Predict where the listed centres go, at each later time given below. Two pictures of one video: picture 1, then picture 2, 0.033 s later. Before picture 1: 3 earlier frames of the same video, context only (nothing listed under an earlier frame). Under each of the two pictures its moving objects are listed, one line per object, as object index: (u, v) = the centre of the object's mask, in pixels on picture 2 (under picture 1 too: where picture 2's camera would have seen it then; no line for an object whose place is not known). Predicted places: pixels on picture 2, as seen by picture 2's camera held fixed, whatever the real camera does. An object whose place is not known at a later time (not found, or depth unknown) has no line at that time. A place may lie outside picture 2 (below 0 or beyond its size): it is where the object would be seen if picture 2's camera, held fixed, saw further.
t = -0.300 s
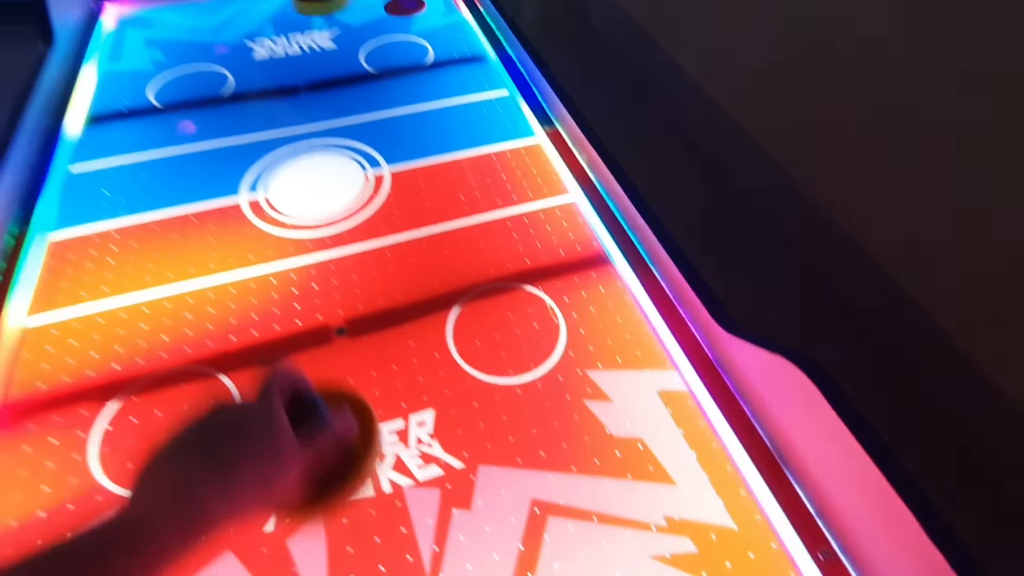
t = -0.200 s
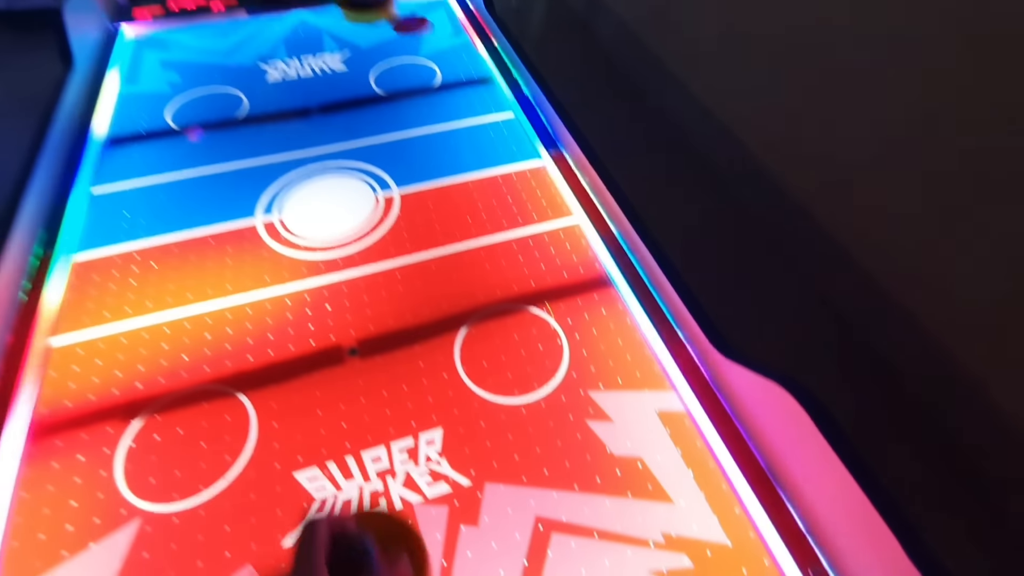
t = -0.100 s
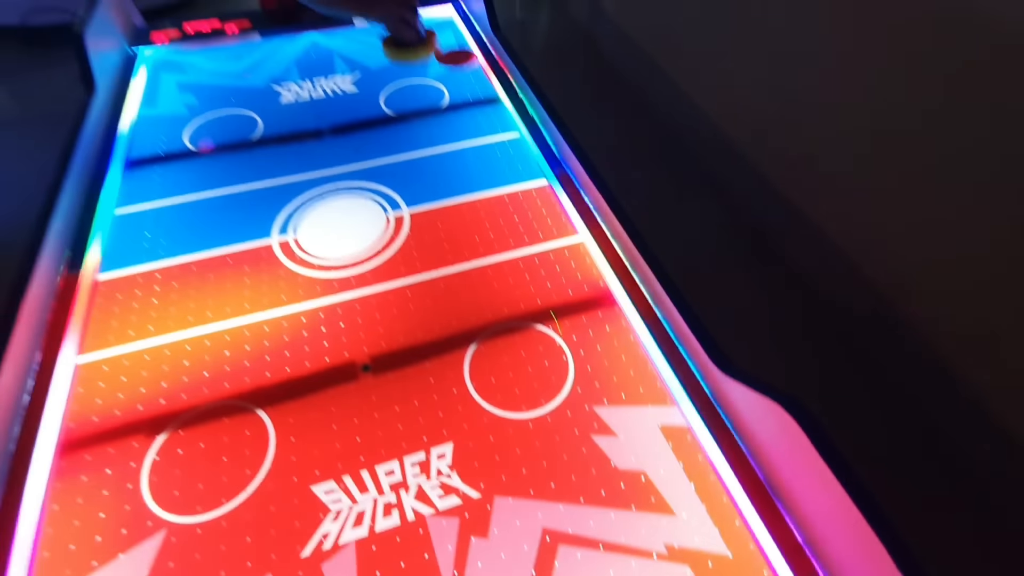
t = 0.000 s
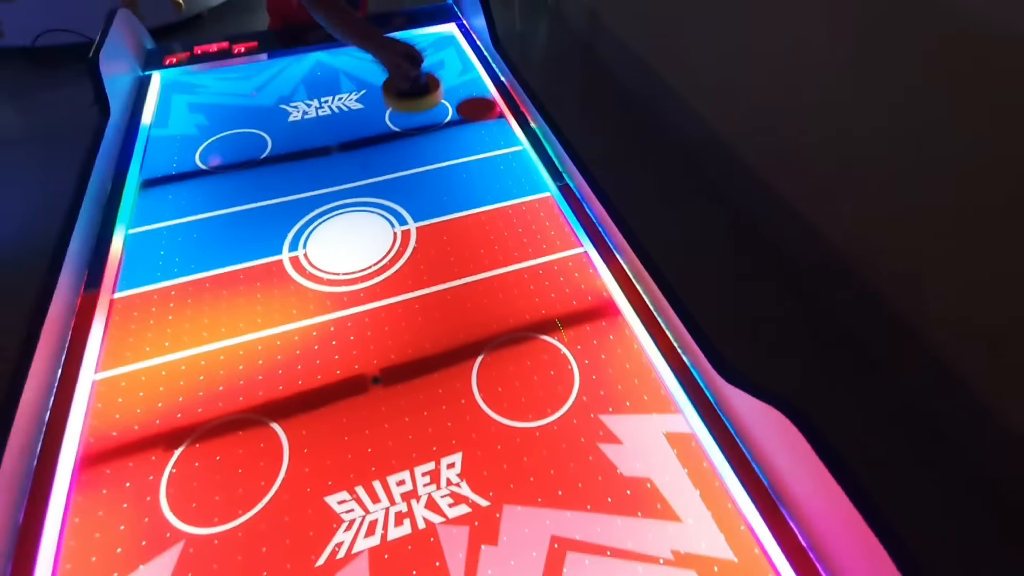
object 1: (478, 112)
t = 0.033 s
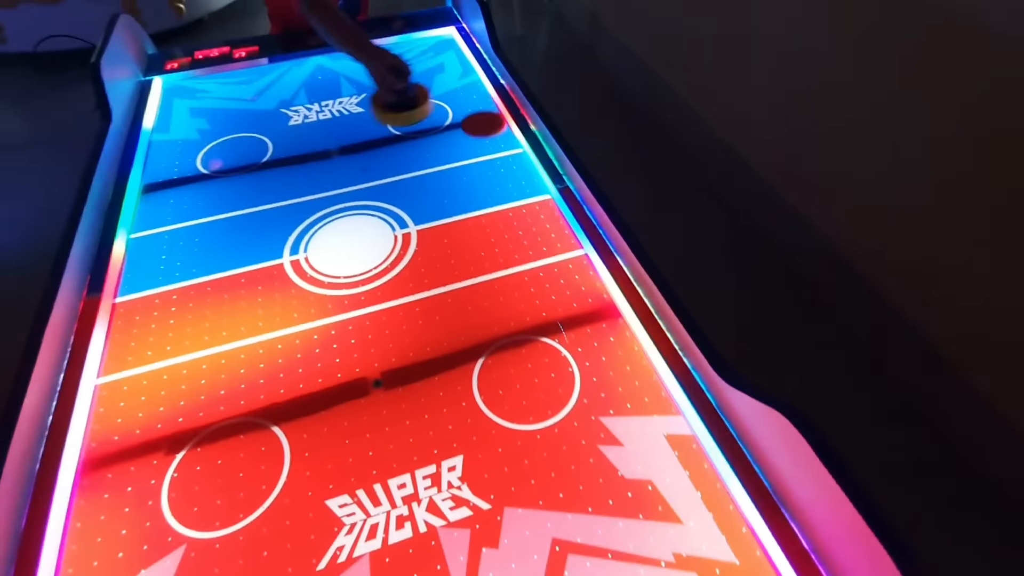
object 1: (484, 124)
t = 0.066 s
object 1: (490, 138)
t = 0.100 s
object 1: (497, 154)
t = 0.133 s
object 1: (504, 170)
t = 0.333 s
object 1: (565, 302)
